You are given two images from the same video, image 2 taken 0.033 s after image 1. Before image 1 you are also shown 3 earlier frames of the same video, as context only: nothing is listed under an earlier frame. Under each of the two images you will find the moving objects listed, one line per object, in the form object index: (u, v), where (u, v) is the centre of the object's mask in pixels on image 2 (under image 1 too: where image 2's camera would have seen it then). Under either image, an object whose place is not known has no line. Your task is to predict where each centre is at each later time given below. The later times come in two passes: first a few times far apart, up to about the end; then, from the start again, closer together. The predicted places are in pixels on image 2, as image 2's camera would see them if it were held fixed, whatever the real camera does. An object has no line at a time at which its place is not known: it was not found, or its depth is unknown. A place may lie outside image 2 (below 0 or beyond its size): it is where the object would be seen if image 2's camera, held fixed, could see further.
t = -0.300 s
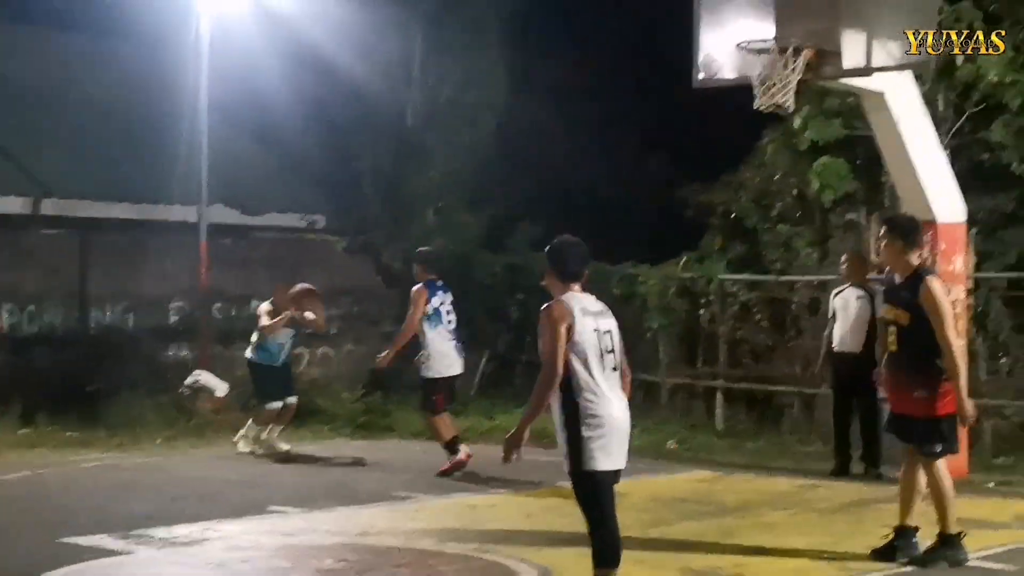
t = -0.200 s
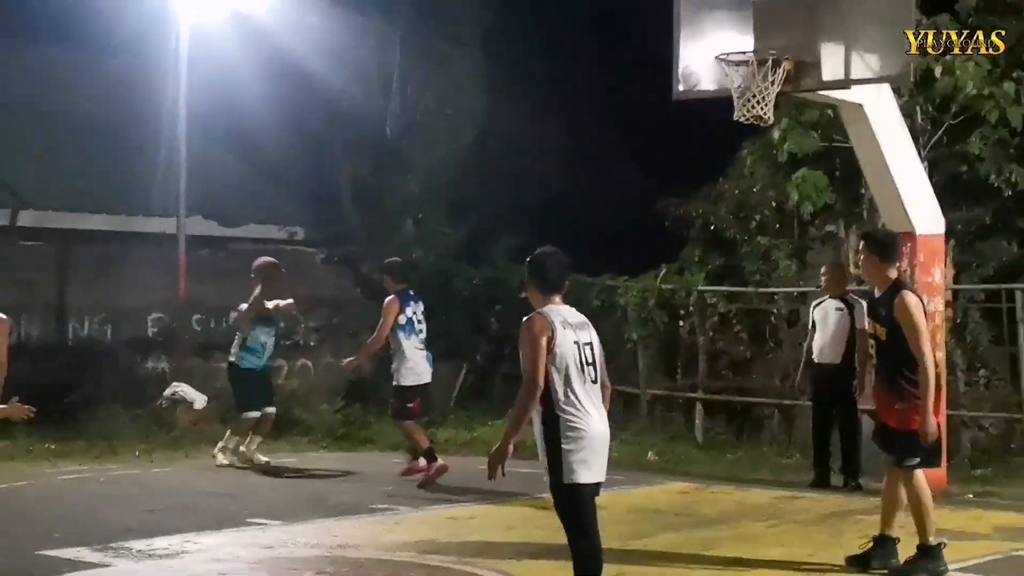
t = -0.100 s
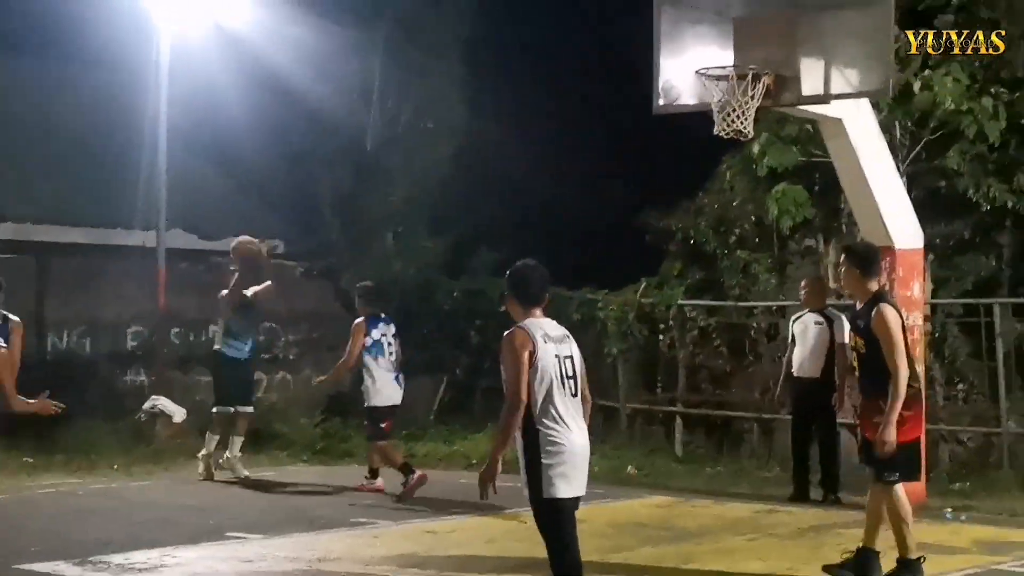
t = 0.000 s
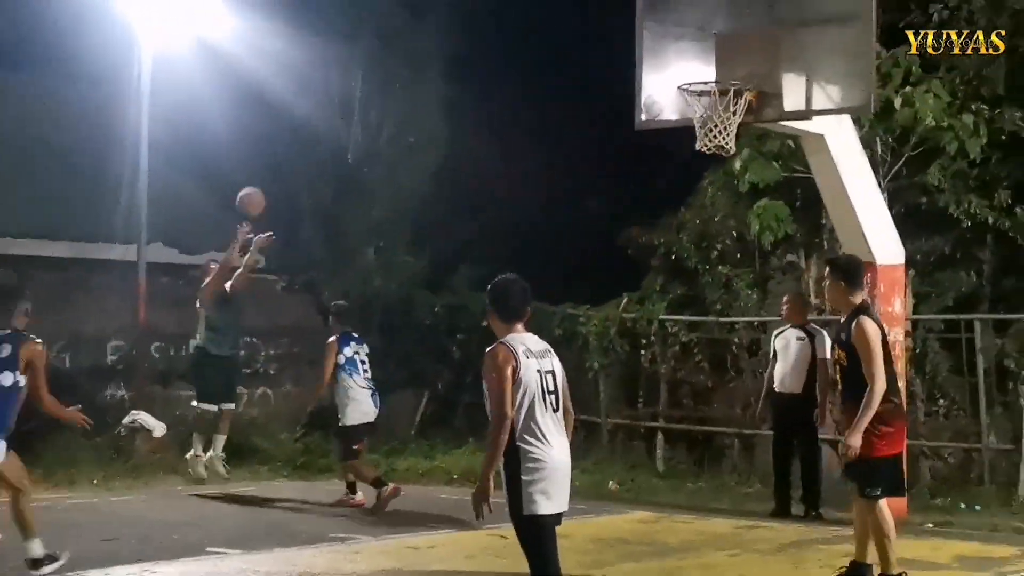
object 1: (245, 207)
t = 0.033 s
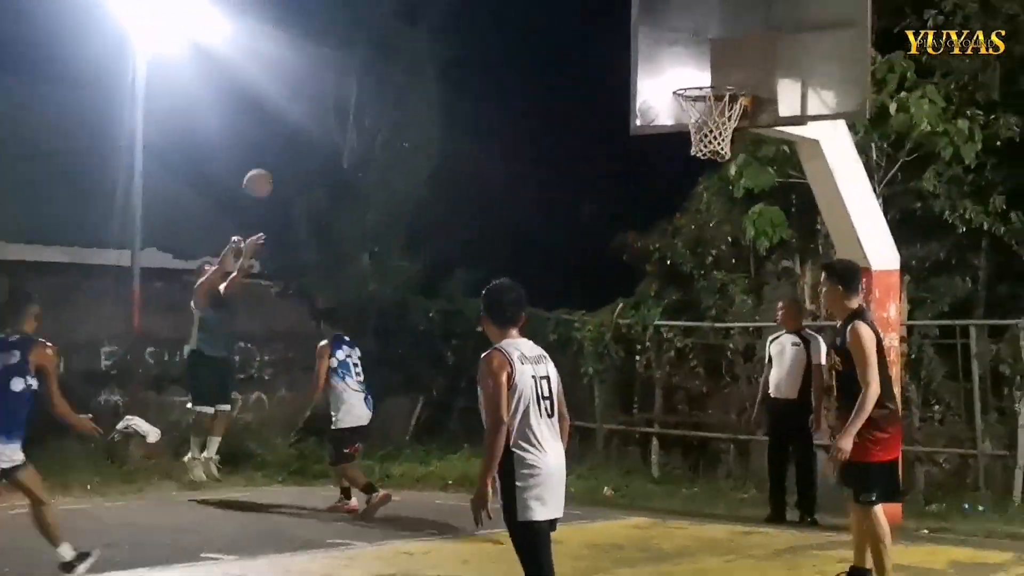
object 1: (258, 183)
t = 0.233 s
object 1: (339, 69)
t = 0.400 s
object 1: (409, 1)
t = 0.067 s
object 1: (271, 161)
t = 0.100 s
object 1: (285, 141)
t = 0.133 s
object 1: (298, 121)
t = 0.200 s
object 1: (324, 85)
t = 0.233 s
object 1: (339, 69)
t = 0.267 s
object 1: (352, 52)
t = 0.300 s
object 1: (366, 38)
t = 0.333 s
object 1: (380, 25)
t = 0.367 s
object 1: (394, 13)
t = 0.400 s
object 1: (409, 1)
